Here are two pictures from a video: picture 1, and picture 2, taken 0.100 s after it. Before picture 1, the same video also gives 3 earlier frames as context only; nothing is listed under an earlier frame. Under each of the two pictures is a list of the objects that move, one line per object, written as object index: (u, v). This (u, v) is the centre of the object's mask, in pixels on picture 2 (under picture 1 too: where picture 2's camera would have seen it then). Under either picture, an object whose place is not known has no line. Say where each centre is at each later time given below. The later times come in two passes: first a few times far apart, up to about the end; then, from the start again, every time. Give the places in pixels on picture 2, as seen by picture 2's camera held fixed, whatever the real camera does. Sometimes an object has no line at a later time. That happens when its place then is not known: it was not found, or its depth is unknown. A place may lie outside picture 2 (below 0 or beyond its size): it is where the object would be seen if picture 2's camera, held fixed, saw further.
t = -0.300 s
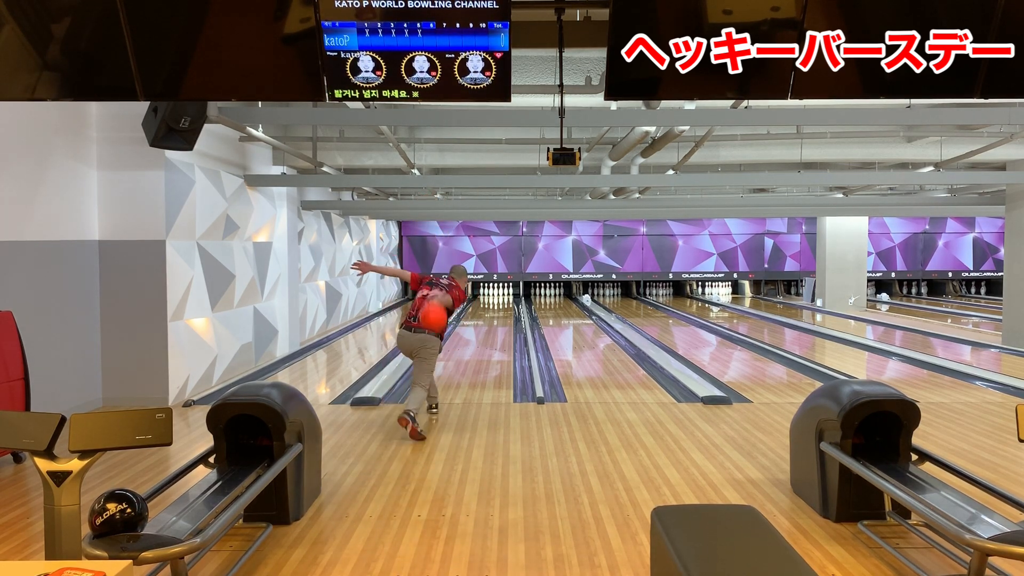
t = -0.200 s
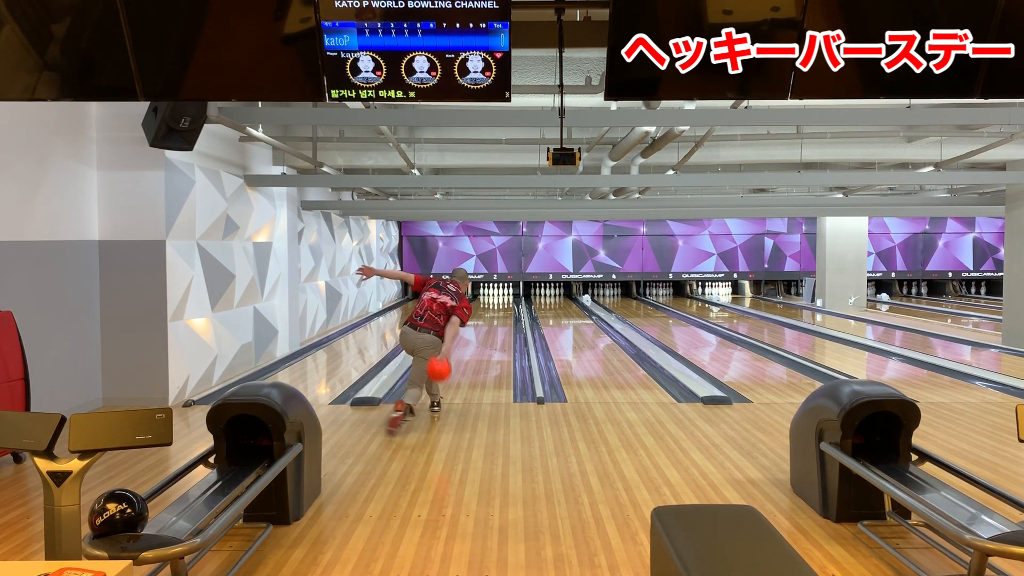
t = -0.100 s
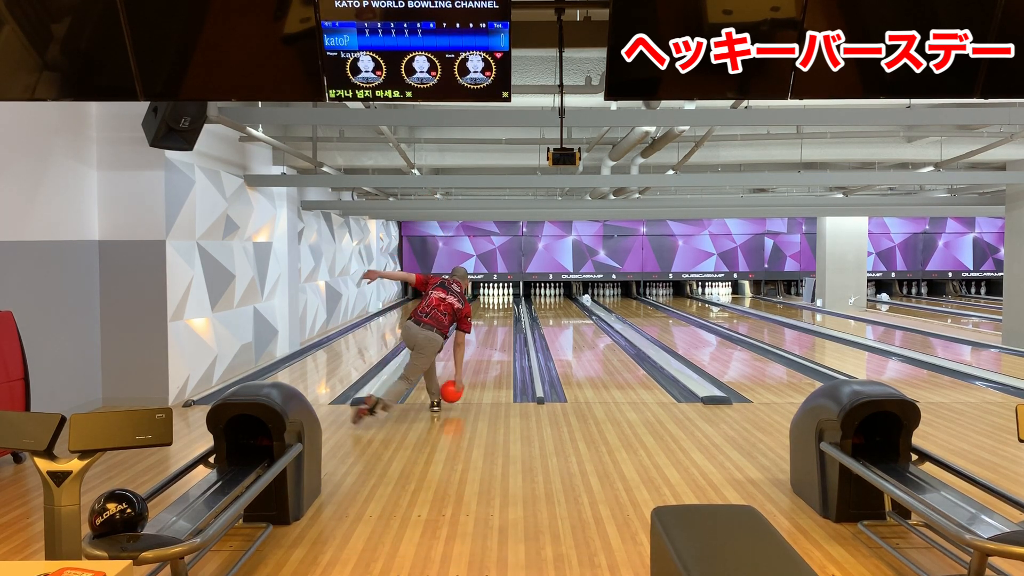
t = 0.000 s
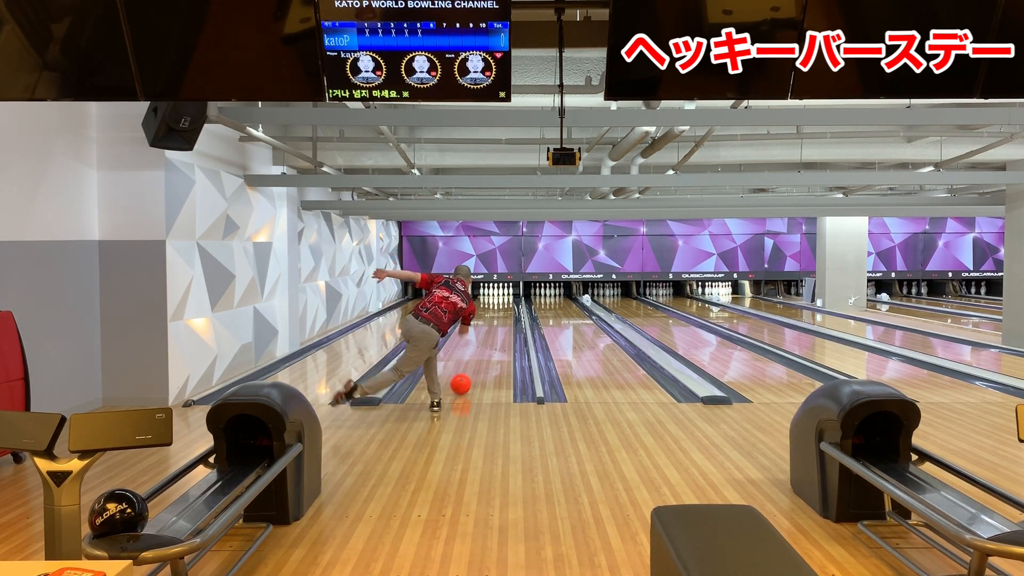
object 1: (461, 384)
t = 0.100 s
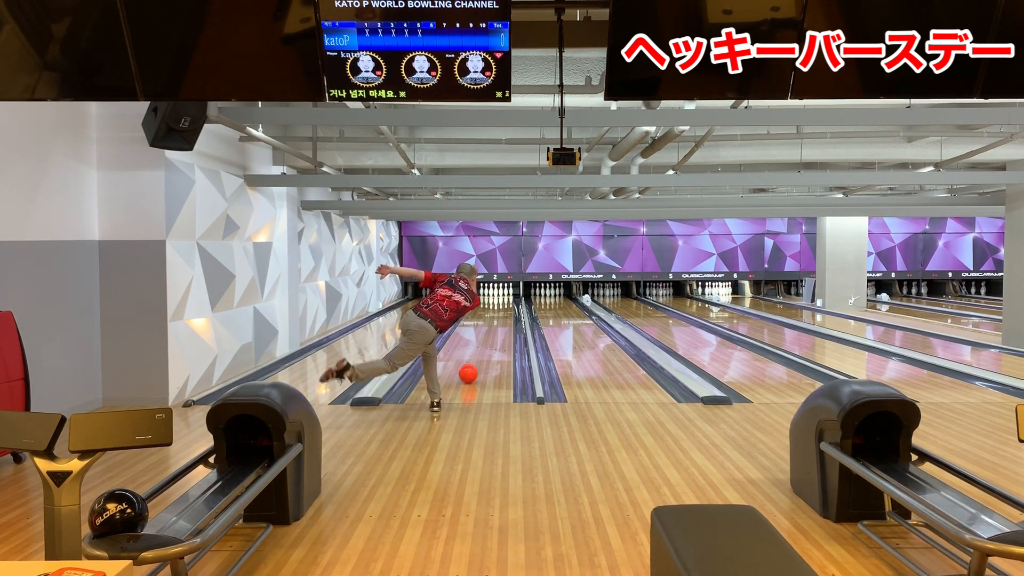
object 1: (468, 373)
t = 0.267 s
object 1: (478, 358)
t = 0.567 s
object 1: (490, 338)
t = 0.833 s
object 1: (497, 326)
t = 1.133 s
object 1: (502, 316)
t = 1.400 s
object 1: (504, 309)
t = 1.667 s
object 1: (505, 304)
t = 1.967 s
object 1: (502, 298)
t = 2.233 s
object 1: (499, 295)
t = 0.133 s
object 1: (470, 370)
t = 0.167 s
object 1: (472, 367)
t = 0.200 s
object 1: (474, 364)
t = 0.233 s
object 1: (476, 361)
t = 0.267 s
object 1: (478, 358)
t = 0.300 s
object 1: (480, 355)
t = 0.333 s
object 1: (481, 353)
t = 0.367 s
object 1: (482, 350)
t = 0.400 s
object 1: (484, 348)
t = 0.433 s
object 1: (486, 346)
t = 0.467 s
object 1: (487, 344)
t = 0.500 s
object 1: (488, 342)
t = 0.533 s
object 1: (489, 340)
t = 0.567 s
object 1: (490, 338)
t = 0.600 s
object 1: (491, 336)
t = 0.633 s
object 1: (492, 335)
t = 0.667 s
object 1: (493, 333)
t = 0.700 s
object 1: (494, 332)
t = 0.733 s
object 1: (495, 330)
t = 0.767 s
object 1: (495, 329)
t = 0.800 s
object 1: (496, 327)
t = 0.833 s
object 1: (497, 326)
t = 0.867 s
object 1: (498, 325)
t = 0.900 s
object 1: (498, 323)
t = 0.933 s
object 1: (499, 322)
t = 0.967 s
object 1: (500, 321)
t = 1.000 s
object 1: (500, 320)
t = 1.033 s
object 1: (501, 319)
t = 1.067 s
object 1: (502, 317)
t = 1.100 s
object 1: (502, 316)
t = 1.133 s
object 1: (502, 316)
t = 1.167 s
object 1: (502, 315)
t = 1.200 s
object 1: (503, 314)
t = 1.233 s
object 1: (503, 313)
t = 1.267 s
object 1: (503, 312)
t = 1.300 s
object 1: (503, 311)
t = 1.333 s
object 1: (504, 310)
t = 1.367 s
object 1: (504, 309)
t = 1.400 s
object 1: (504, 309)
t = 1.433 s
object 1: (504, 308)
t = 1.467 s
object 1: (504, 307)
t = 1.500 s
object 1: (505, 307)
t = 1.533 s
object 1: (505, 306)
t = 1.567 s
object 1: (505, 306)
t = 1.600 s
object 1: (505, 305)
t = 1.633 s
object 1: (505, 304)
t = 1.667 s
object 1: (505, 304)
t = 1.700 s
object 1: (505, 303)
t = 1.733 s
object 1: (504, 302)
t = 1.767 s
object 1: (504, 302)
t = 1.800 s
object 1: (504, 301)
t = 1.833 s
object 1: (504, 301)
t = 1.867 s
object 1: (503, 300)
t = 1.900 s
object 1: (503, 300)
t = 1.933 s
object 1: (503, 299)
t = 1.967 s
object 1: (502, 298)
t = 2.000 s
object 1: (502, 298)
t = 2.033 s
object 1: (501, 298)
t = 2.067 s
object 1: (501, 297)
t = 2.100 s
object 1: (501, 296)
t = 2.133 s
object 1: (501, 296)
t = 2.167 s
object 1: (500, 296)
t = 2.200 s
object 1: (500, 295)
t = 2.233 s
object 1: (499, 295)
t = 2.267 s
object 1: (499, 294)
